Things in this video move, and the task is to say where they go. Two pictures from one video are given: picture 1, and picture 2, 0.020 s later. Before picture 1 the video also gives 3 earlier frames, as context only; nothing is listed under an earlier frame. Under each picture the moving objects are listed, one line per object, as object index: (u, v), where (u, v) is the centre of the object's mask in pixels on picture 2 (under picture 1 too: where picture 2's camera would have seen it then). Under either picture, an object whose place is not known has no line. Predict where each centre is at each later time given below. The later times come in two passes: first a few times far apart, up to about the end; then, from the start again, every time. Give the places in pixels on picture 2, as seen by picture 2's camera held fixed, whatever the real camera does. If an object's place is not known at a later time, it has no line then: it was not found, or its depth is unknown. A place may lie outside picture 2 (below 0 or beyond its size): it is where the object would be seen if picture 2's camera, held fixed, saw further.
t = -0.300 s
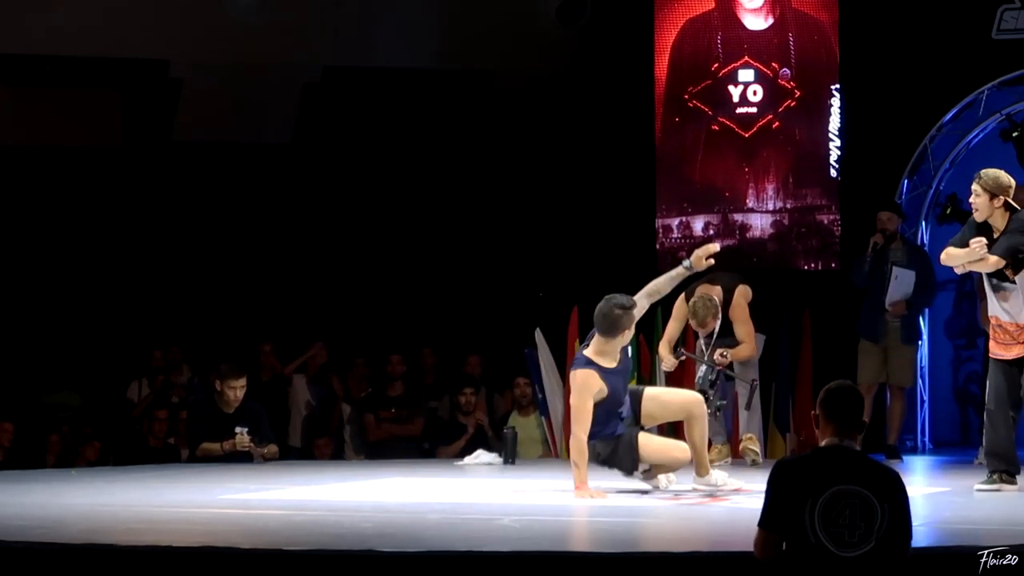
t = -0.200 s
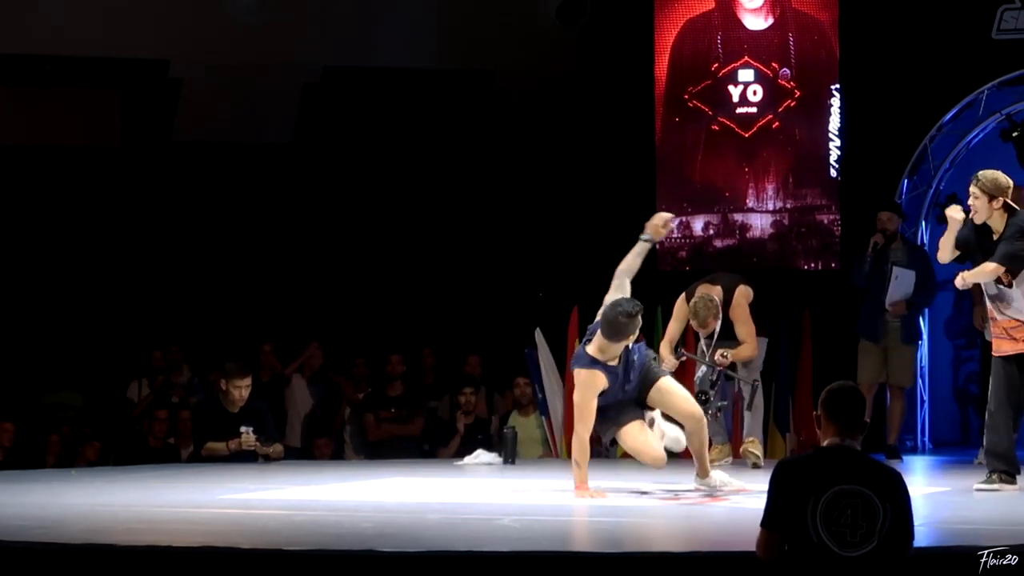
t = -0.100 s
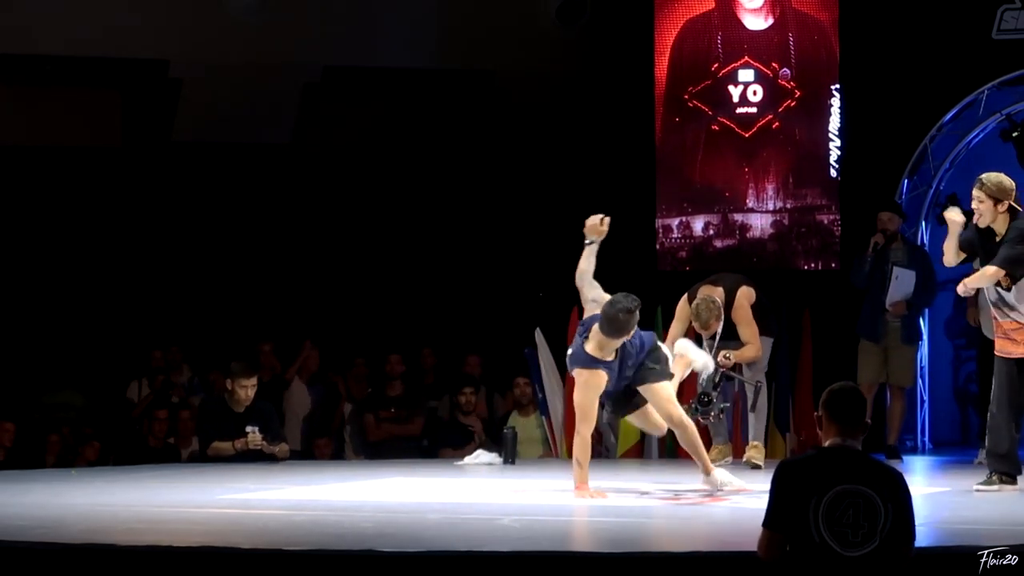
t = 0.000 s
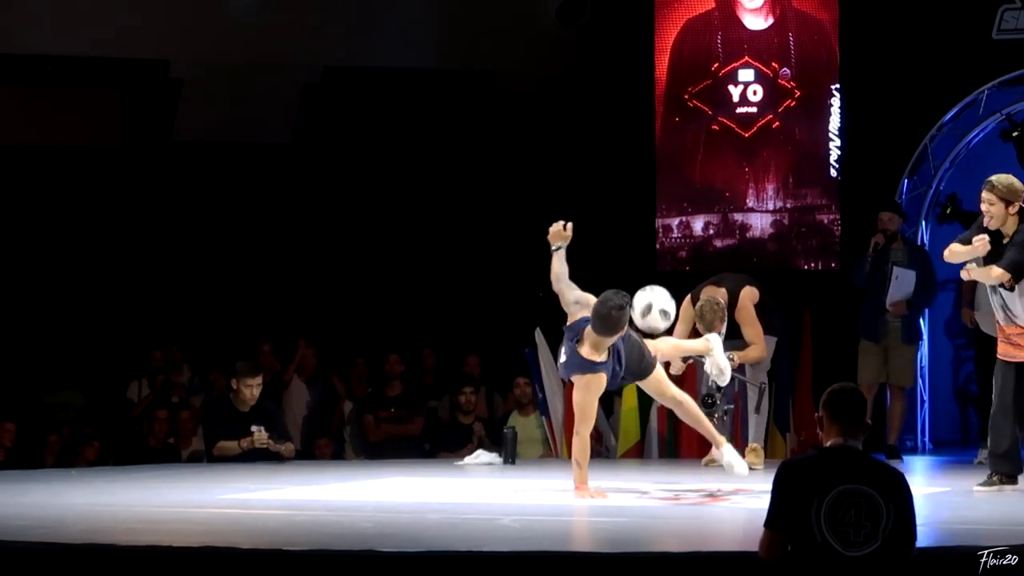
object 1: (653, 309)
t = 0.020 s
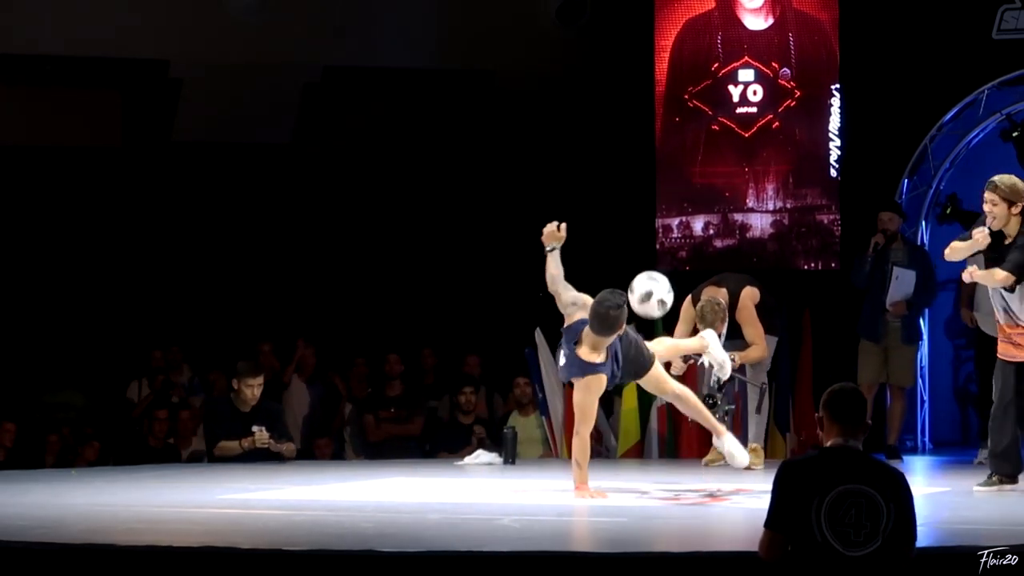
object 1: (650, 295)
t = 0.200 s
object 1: (629, 199)
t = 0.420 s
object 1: (603, 168)
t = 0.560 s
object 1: (586, 199)
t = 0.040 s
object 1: (648, 281)
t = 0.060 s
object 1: (646, 268)
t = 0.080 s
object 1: (643, 256)
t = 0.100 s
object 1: (641, 244)
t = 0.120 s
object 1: (639, 234)
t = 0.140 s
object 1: (636, 224)
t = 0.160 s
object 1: (634, 215)
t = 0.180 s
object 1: (631, 207)
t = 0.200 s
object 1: (629, 199)
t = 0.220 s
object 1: (627, 193)
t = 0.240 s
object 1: (624, 187)
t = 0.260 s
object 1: (622, 182)
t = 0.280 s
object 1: (619, 177)
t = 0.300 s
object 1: (617, 174)
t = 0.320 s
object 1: (615, 171)
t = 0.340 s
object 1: (612, 169)
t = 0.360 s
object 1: (610, 167)
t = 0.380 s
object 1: (607, 167)
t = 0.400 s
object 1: (605, 167)
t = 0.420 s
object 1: (603, 168)
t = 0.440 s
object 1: (600, 170)
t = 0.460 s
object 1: (598, 173)
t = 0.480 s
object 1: (595, 177)
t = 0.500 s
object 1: (593, 181)
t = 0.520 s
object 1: (590, 186)
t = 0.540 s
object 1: (588, 192)
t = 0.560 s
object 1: (586, 199)
